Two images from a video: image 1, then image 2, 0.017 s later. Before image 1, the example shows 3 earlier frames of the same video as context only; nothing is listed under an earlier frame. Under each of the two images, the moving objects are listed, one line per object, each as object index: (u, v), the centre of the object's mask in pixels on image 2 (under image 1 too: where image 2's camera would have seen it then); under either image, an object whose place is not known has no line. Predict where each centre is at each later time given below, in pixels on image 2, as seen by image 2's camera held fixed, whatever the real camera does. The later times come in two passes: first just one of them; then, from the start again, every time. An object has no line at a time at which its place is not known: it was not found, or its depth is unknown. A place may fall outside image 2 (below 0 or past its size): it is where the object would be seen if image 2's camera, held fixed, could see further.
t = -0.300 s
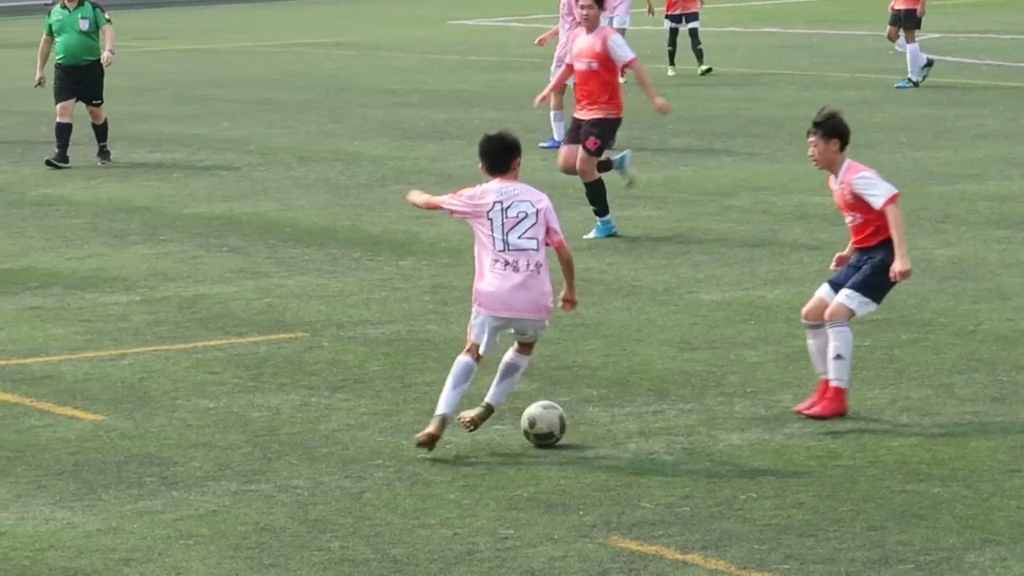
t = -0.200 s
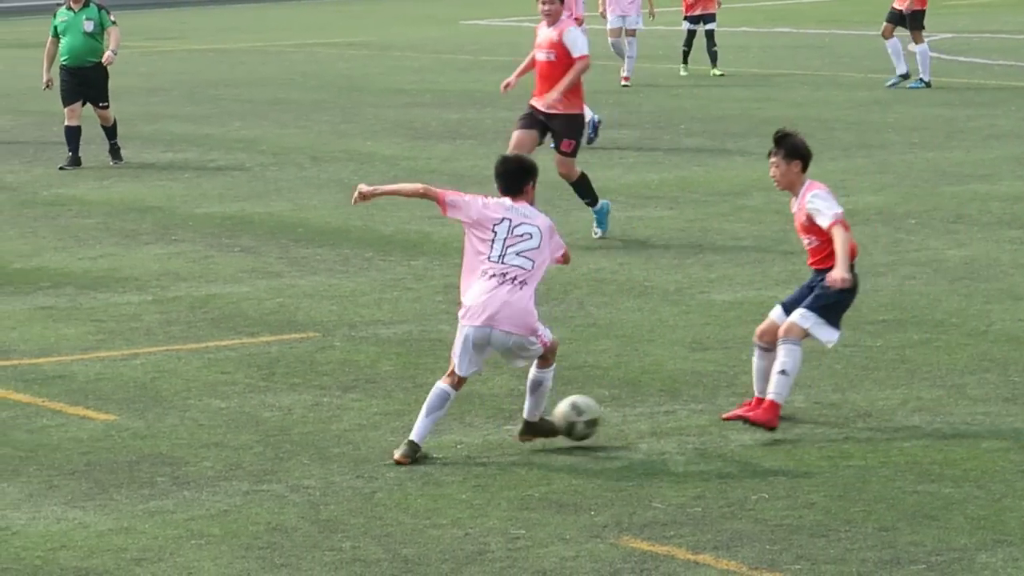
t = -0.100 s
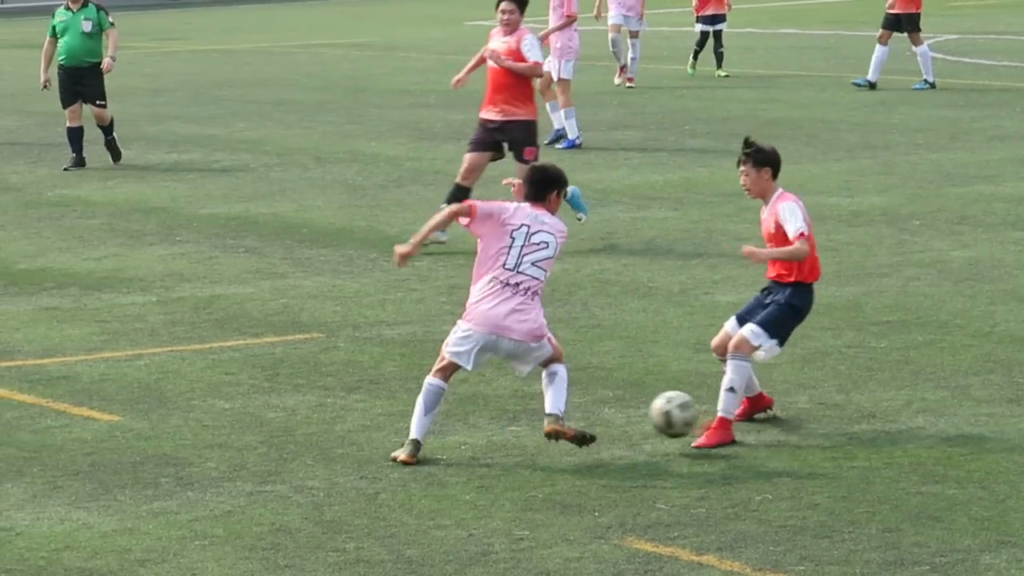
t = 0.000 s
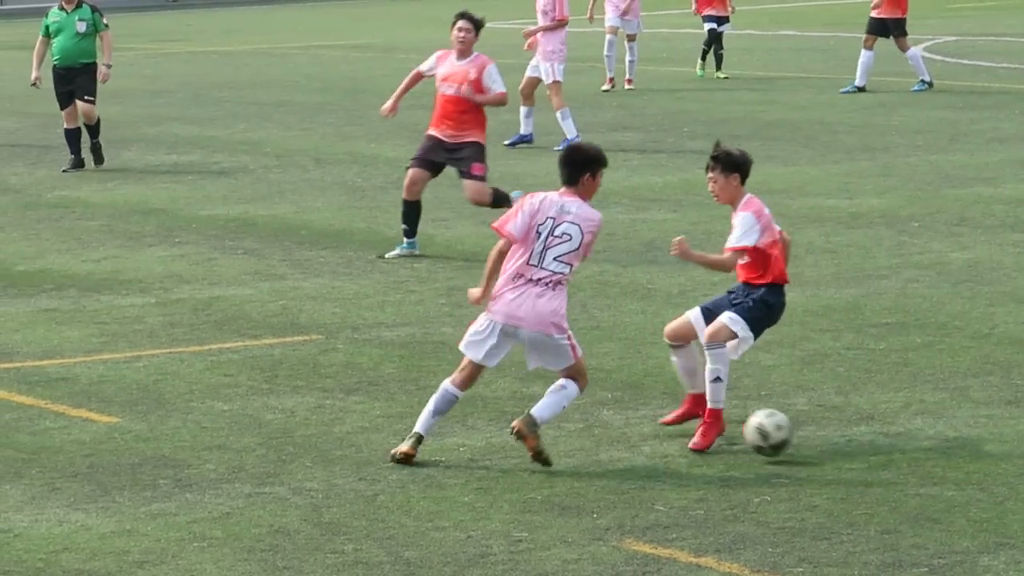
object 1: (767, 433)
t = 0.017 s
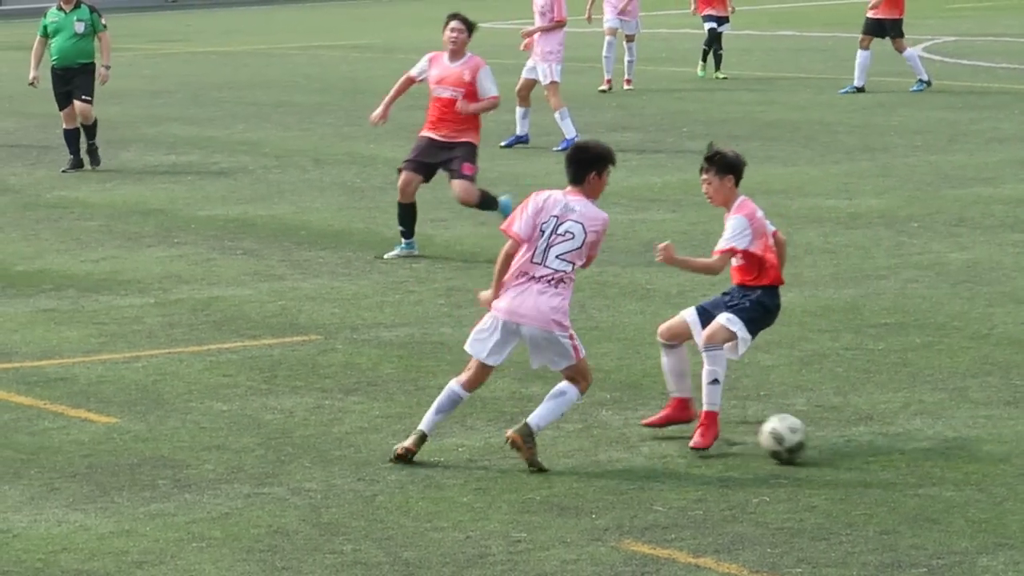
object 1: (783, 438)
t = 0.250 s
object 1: (960, 444)
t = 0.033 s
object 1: (799, 442)
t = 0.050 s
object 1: (811, 440)
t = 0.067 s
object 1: (824, 437)
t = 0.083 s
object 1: (835, 434)
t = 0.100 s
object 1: (847, 433)
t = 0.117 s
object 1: (860, 431)
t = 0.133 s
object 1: (872, 430)
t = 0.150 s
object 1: (884, 430)
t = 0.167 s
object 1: (897, 431)
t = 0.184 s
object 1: (909, 433)
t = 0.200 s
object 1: (921, 435)
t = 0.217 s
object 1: (933, 438)
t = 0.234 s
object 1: (947, 441)
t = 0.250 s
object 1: (960, 444)
